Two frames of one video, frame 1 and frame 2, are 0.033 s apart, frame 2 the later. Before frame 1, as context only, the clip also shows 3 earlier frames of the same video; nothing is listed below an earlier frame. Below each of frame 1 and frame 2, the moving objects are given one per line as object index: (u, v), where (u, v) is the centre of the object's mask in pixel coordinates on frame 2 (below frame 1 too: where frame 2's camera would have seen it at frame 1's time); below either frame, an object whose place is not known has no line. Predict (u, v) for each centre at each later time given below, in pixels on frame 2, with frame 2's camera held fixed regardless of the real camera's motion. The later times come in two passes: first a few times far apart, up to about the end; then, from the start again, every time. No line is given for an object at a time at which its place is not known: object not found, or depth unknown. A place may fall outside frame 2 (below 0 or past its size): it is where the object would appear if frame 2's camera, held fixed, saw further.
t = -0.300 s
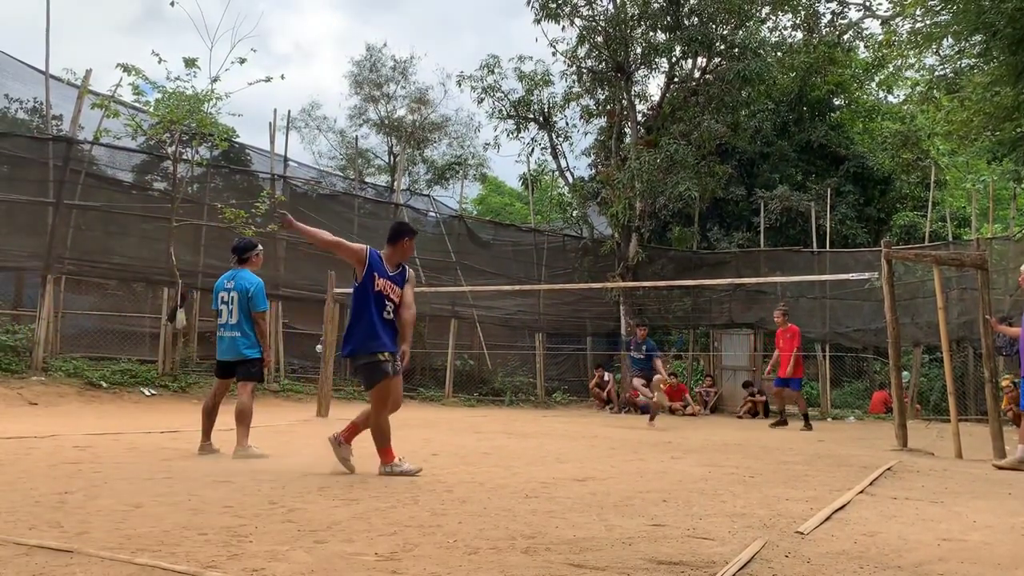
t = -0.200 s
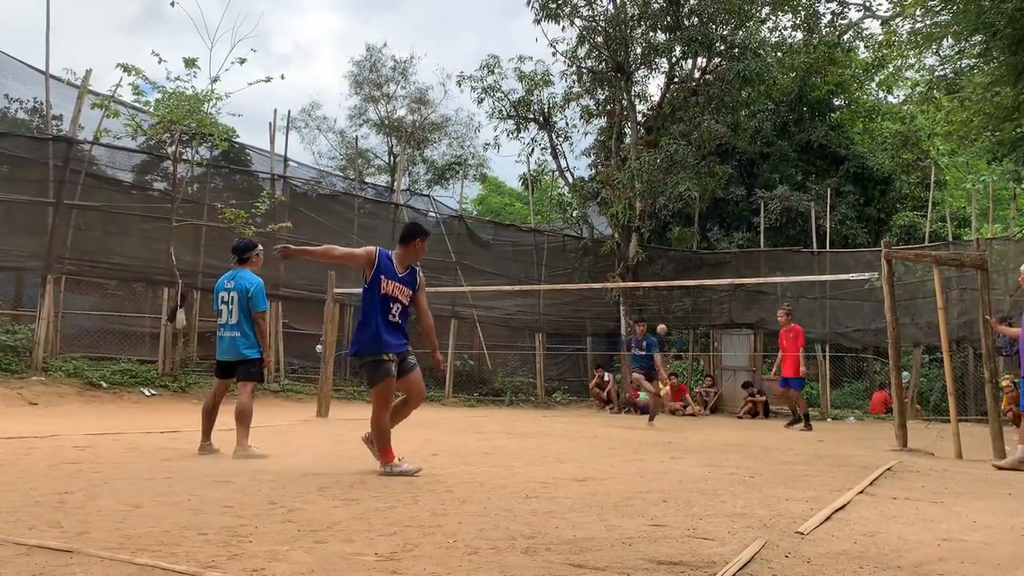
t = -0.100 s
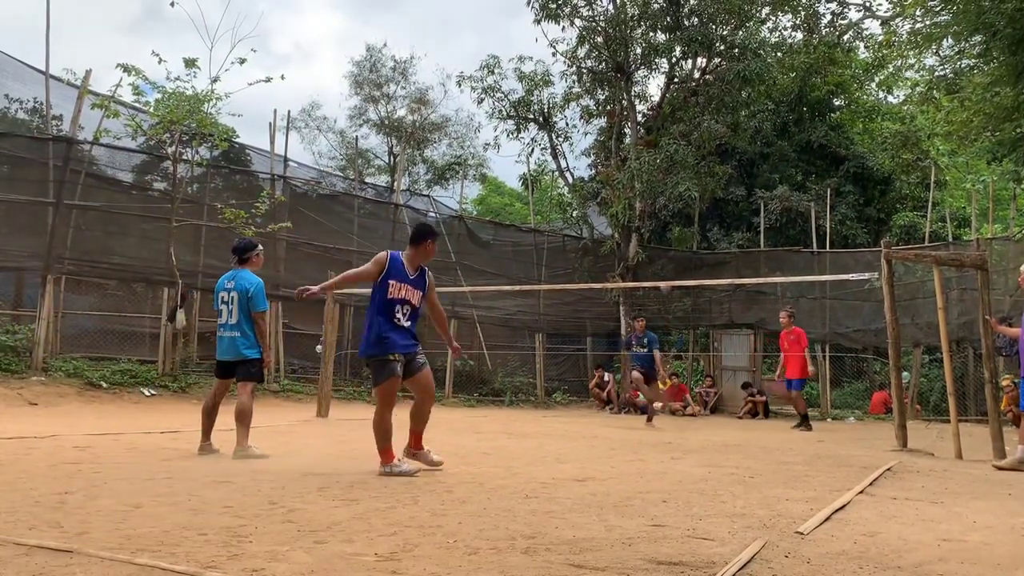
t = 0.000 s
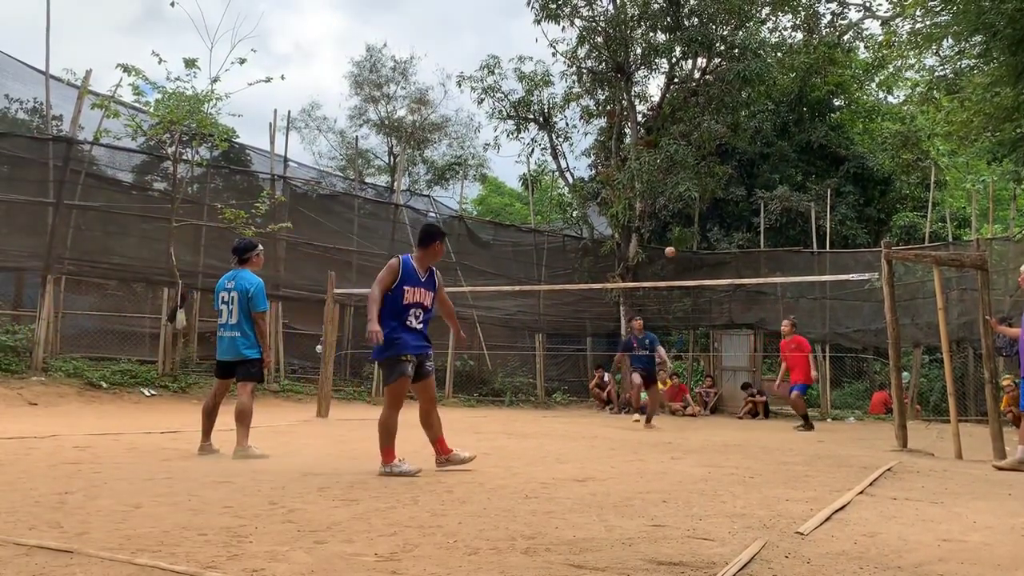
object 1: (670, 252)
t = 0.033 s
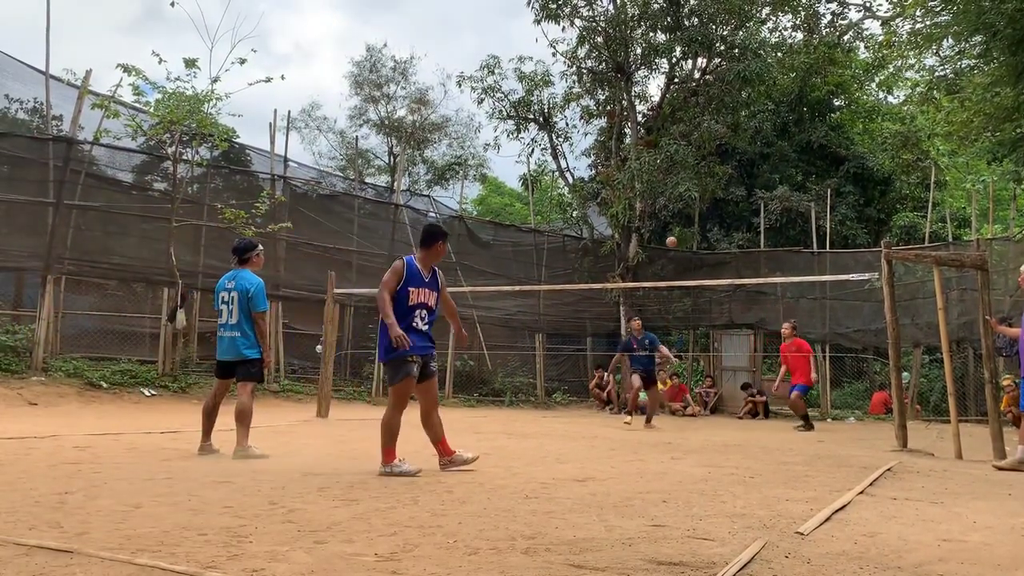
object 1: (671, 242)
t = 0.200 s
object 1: (678, 203)
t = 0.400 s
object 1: (685, 186)
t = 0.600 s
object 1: (696, 197)
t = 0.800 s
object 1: (705, 242)
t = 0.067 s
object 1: (673, 233)
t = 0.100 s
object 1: (674, 224)
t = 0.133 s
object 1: (675, 217)
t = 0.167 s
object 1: (676, 210)
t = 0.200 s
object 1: (678, 203)
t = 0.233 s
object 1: (679, 198)
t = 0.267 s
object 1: (681, 194)
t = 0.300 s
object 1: (683, 190)
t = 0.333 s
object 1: (684, 187)
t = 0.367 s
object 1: (685, 186)
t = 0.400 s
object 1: (685, 186)
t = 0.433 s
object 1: (687, 185)
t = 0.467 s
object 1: (689, 185)
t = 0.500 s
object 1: (691, 186)
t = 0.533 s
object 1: (693, 188)
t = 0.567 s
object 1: (694, 192)
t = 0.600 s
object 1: (696, 197)
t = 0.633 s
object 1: (697, 202)
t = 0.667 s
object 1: (699, 208)
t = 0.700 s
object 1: (700, 215)
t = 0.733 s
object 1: (702, 224)
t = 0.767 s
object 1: (704, 232)
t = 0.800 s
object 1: (705, 242)
